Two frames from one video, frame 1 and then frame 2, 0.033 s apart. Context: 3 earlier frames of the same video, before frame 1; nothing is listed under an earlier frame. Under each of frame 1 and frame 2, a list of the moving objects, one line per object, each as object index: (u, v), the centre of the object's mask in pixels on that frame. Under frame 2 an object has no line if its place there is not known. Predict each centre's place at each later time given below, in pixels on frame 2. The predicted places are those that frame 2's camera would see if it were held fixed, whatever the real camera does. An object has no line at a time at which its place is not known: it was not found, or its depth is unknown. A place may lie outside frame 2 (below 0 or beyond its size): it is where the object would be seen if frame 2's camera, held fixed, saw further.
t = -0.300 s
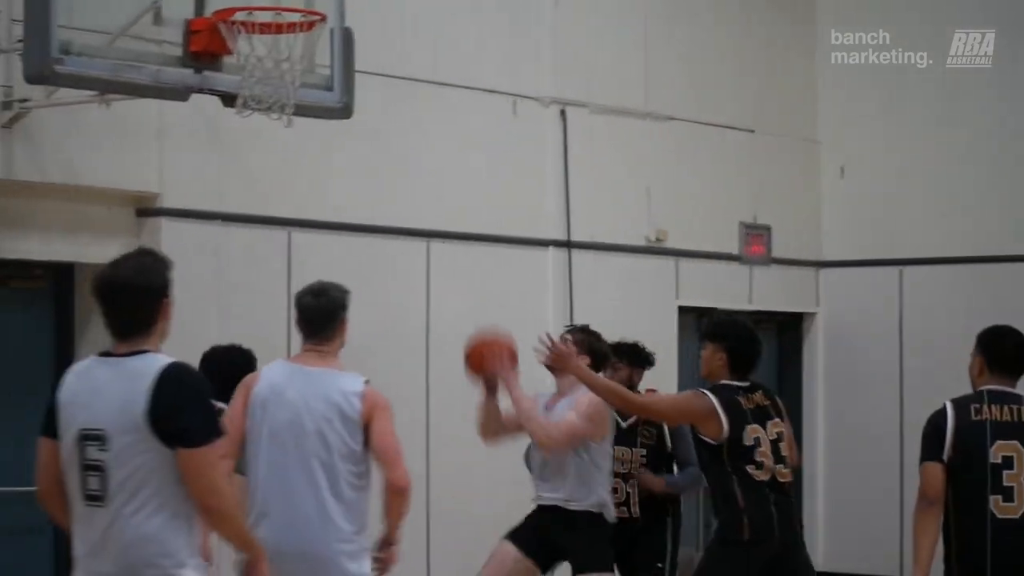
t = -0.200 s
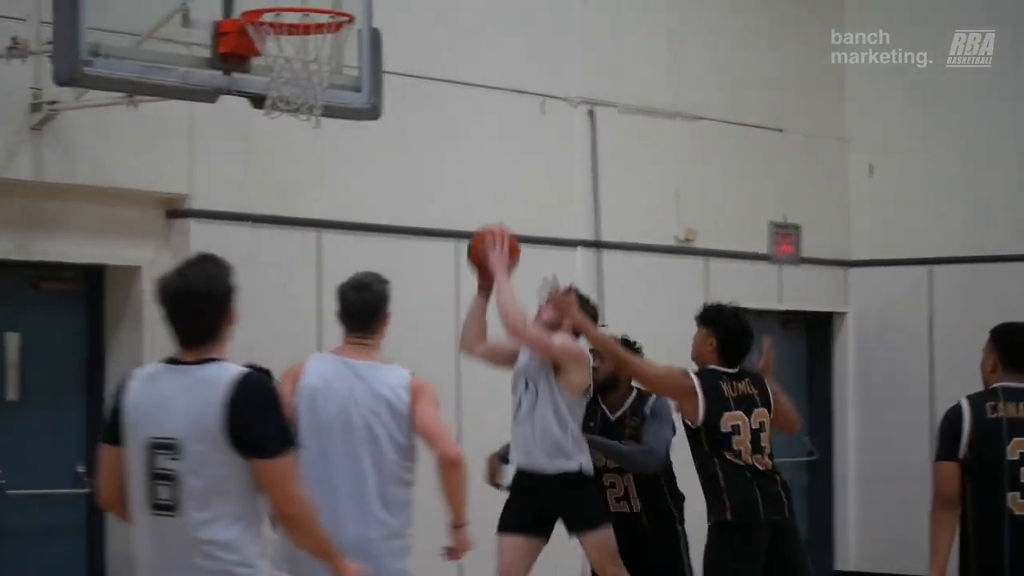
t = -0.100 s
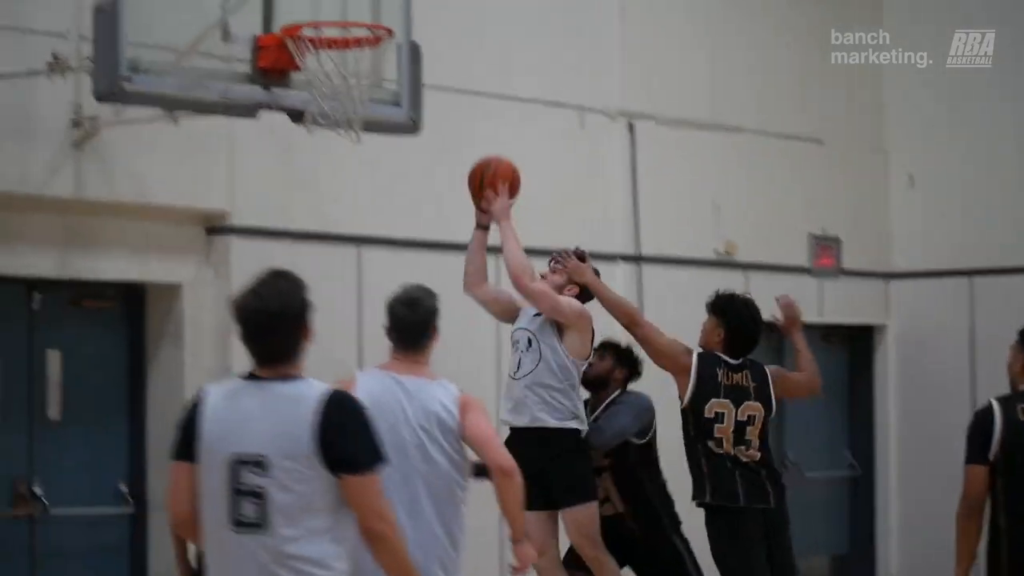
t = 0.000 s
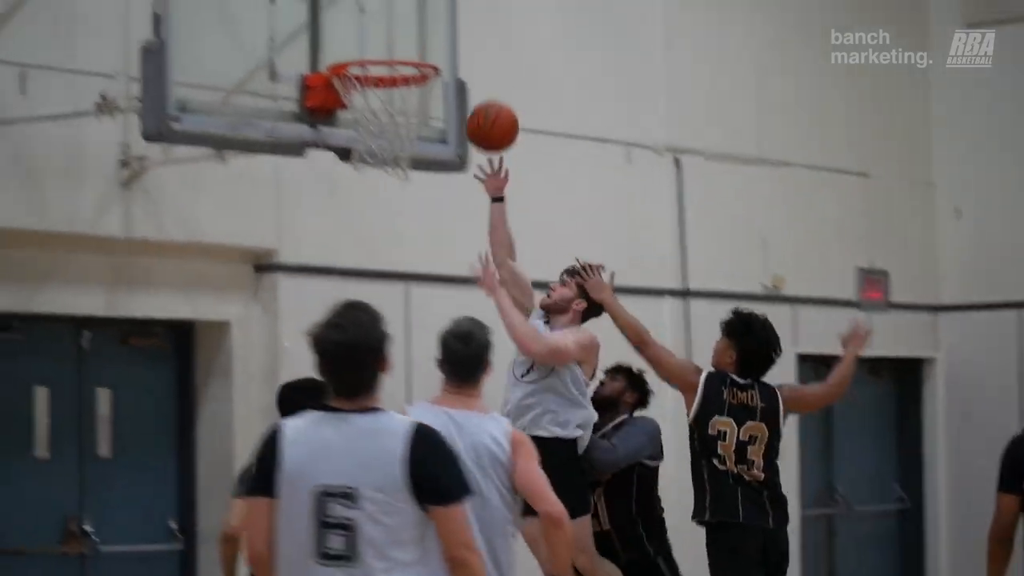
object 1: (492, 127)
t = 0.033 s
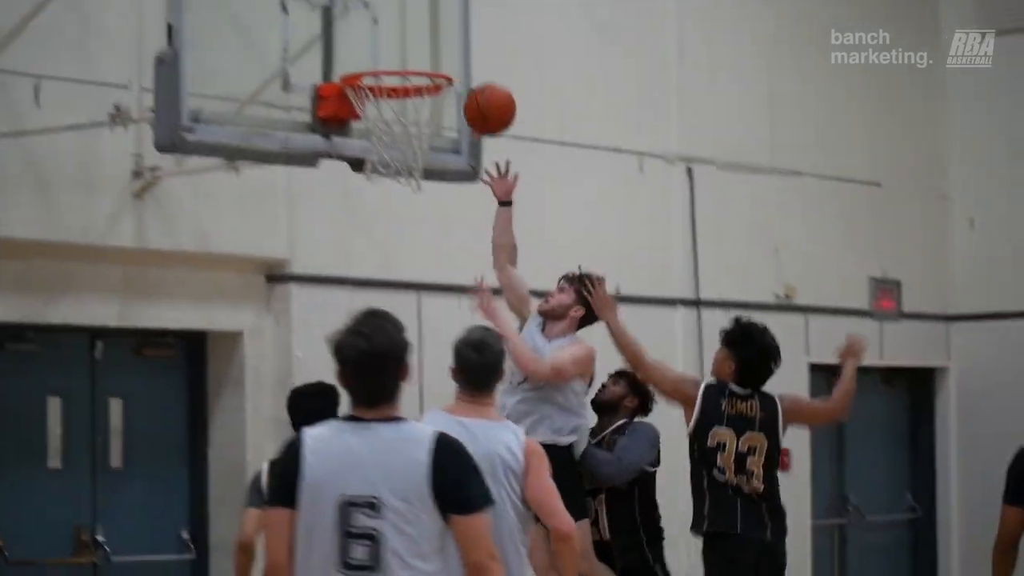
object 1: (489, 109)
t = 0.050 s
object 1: (481, 96)
